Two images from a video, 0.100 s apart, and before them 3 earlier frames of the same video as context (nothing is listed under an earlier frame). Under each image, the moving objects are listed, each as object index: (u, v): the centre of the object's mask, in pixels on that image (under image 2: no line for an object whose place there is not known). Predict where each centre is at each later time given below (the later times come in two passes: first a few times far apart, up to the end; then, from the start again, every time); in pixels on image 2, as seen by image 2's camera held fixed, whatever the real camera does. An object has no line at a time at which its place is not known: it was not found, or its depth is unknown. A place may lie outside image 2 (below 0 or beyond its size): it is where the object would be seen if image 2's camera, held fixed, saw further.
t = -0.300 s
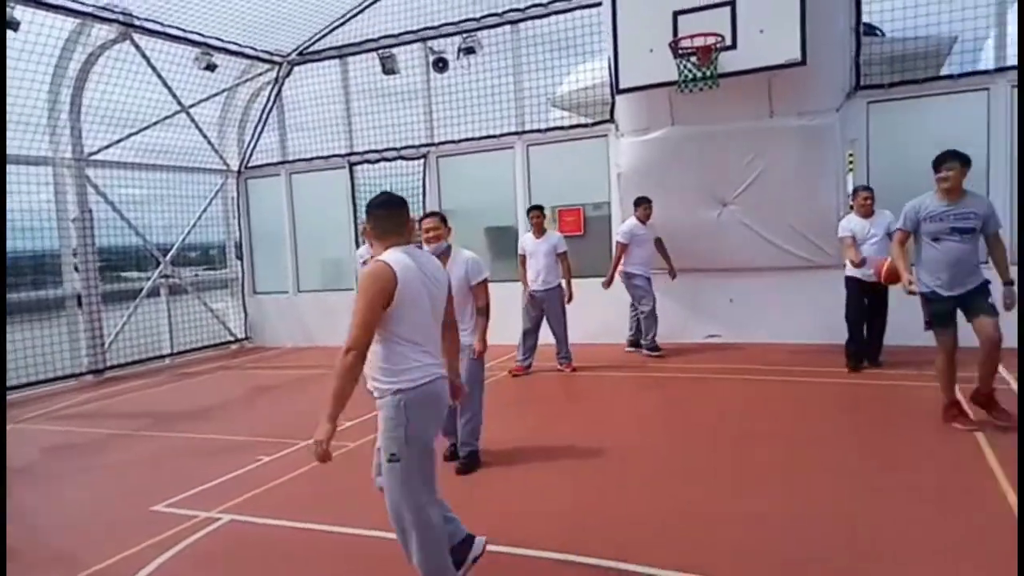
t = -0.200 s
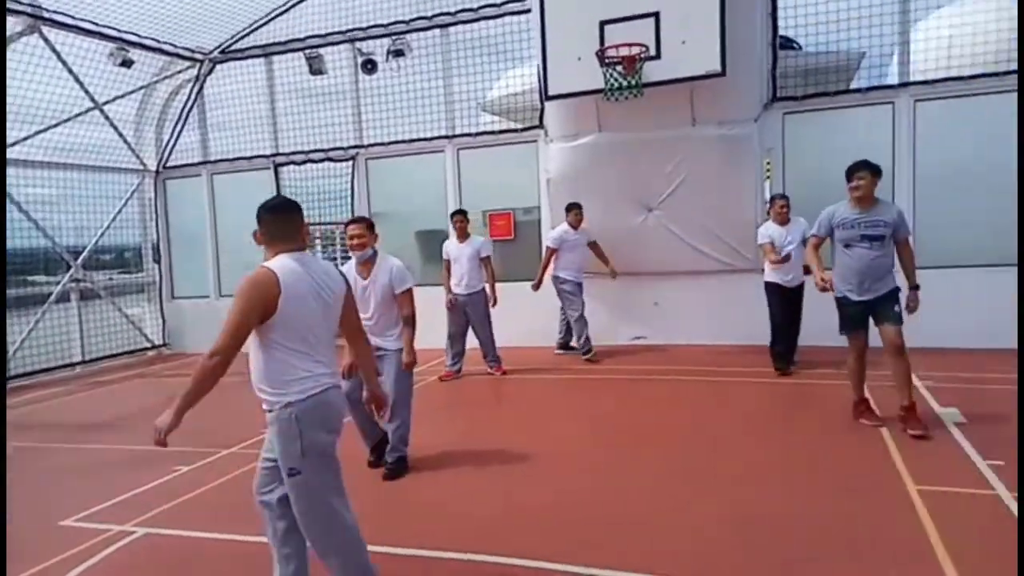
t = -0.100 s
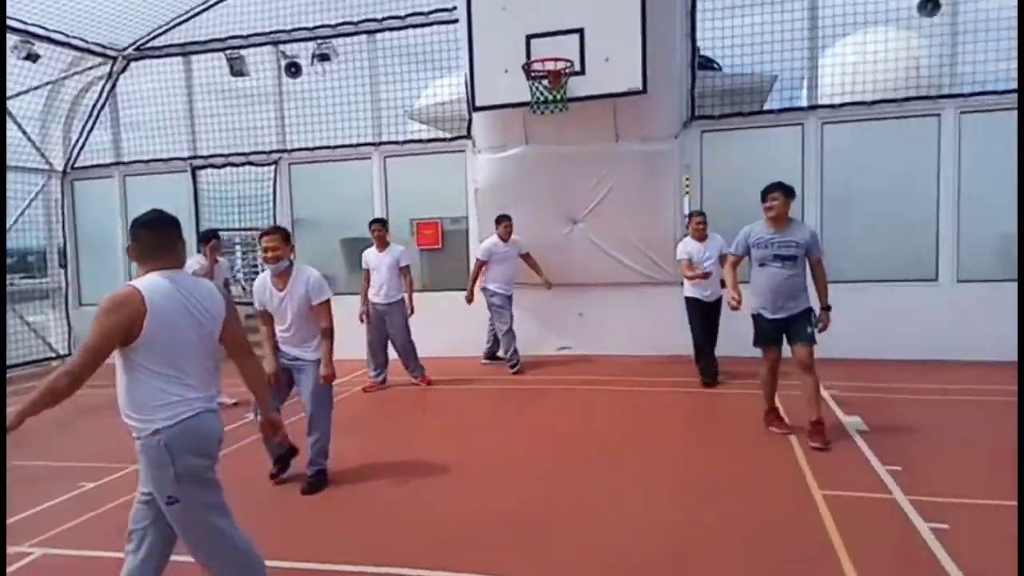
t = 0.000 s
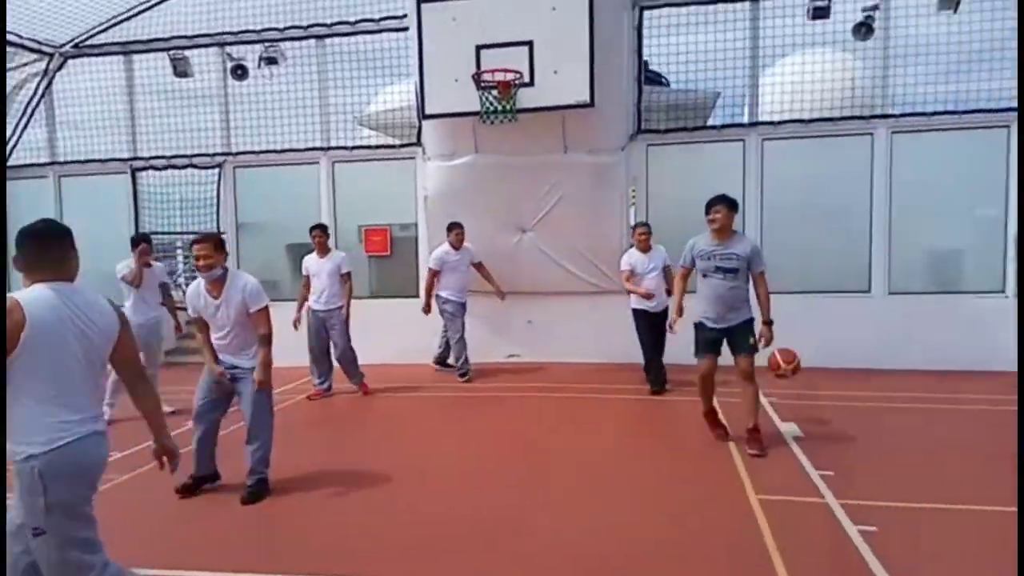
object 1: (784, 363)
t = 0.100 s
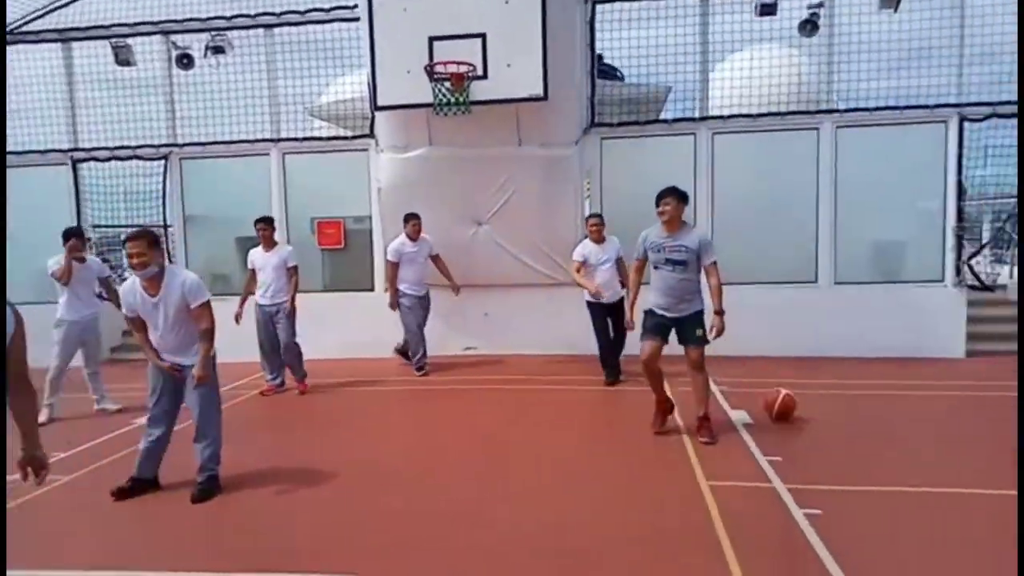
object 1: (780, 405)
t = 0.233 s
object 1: (824, 370)
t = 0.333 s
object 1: (856, 351)
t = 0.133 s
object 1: (790, 400)
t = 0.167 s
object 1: (801, 388)
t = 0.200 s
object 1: (812, 378)
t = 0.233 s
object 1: (824, 370)
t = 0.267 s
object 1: (833, 360)
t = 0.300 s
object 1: (845, 354)
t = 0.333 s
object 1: (856, 351)
